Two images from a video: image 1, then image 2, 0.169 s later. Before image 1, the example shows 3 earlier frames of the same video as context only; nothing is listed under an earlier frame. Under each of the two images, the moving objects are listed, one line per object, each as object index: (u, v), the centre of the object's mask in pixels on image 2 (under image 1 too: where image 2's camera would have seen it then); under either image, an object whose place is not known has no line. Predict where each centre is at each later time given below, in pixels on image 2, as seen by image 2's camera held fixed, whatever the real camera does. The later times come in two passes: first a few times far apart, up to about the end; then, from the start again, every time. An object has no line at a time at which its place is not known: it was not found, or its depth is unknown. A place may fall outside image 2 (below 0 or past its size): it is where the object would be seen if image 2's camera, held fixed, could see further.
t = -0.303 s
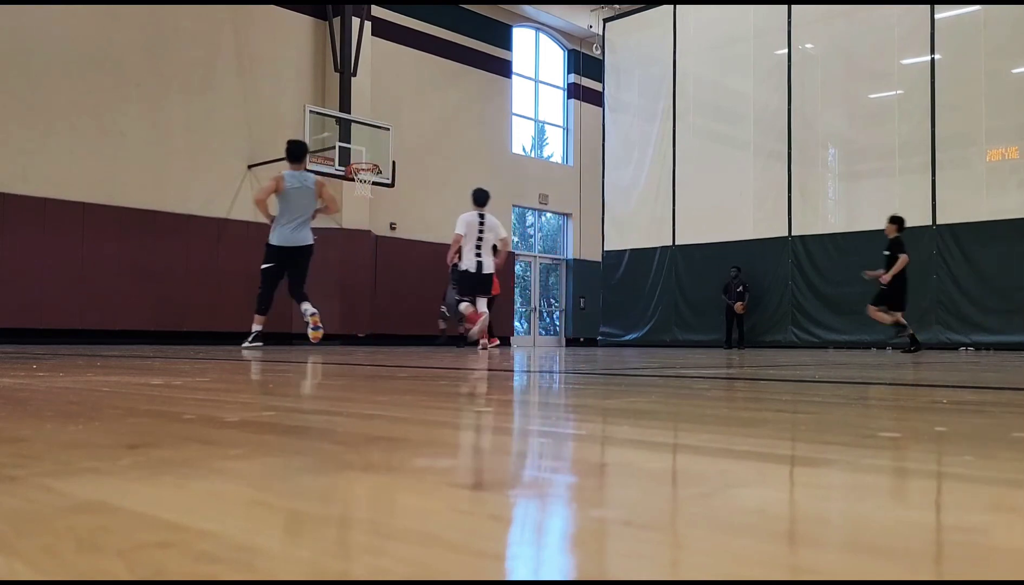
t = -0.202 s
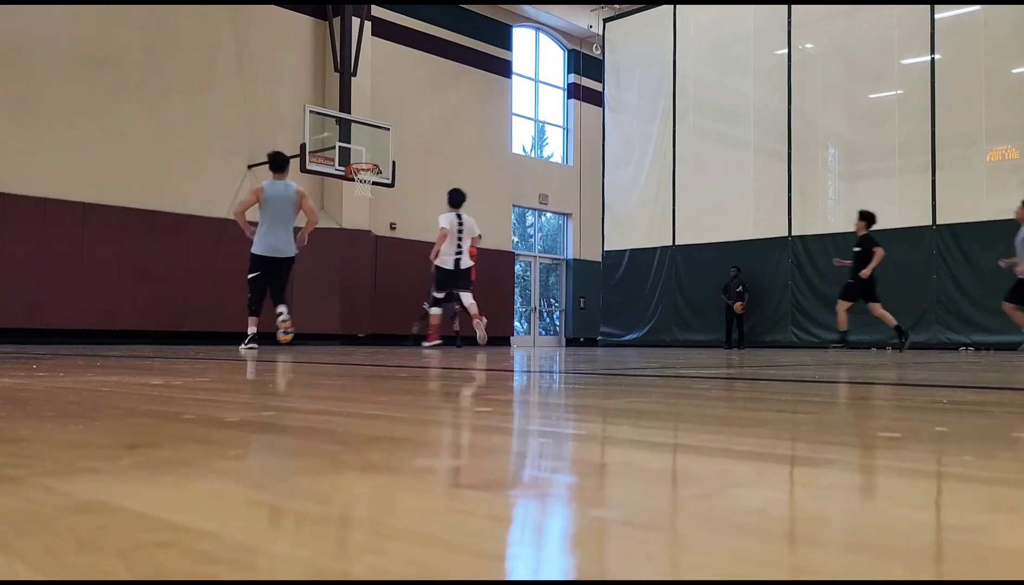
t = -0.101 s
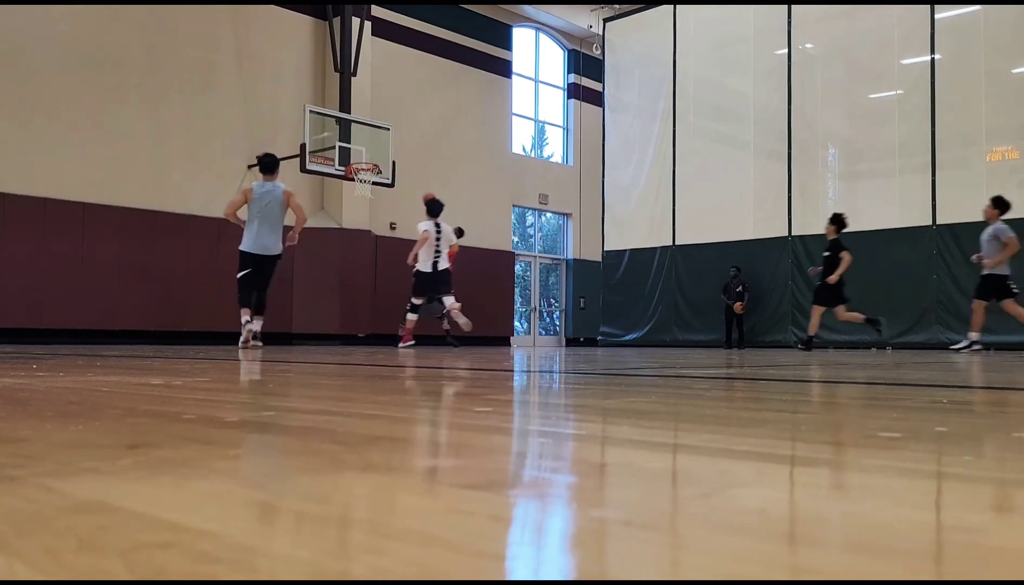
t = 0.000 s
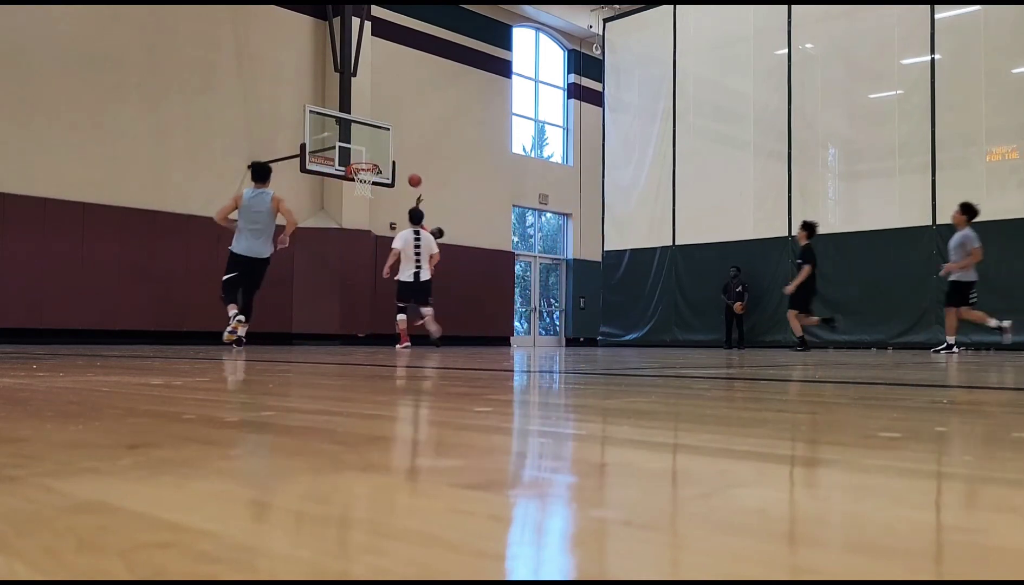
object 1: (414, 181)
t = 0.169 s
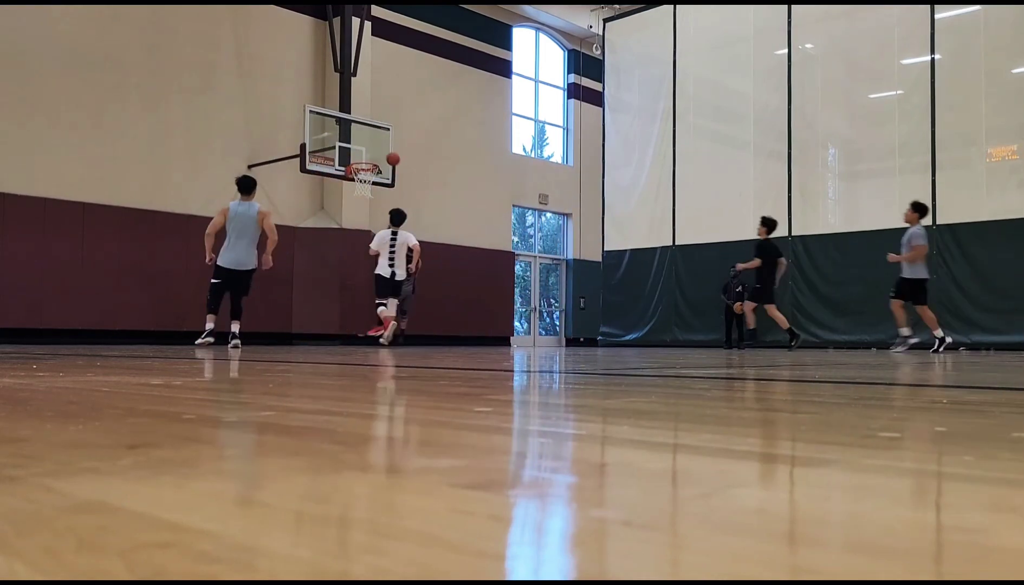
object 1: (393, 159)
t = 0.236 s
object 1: (384, 155)
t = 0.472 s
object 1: (370, 151)
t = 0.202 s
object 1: (388, 156)
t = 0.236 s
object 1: (384, 155)
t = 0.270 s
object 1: (379, 153)
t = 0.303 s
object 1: (375, 152)
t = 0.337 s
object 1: (374, 151)
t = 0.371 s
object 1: (373, 150)
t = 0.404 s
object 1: (372, 150)
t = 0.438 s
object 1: (371, 150)
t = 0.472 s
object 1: (370, 151)
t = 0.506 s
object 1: (369, 152)
